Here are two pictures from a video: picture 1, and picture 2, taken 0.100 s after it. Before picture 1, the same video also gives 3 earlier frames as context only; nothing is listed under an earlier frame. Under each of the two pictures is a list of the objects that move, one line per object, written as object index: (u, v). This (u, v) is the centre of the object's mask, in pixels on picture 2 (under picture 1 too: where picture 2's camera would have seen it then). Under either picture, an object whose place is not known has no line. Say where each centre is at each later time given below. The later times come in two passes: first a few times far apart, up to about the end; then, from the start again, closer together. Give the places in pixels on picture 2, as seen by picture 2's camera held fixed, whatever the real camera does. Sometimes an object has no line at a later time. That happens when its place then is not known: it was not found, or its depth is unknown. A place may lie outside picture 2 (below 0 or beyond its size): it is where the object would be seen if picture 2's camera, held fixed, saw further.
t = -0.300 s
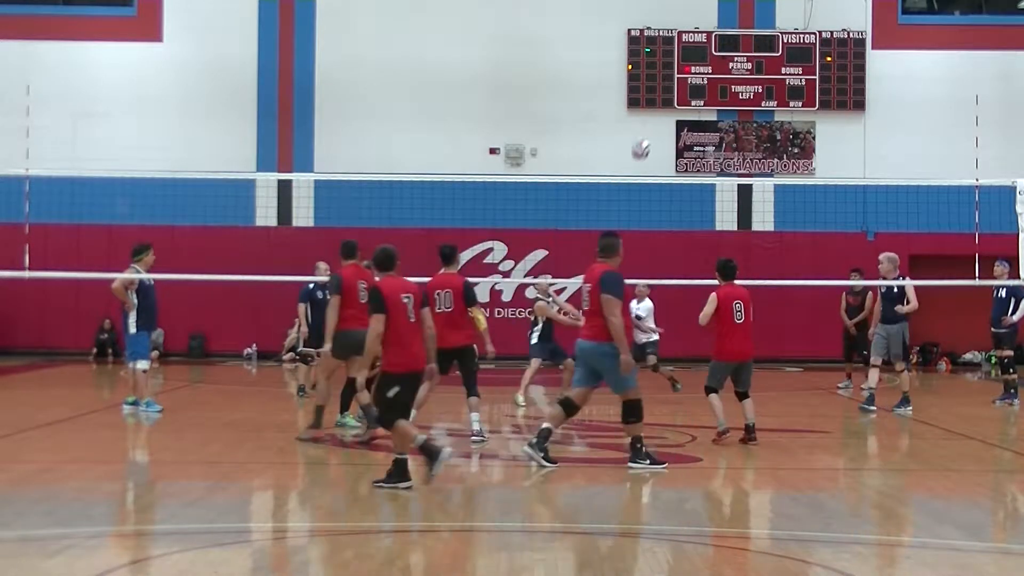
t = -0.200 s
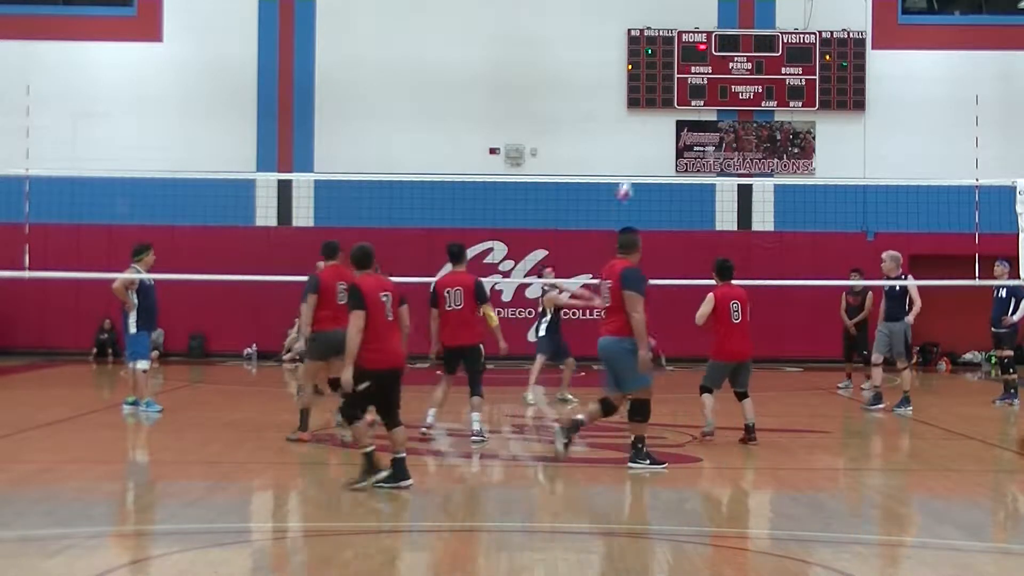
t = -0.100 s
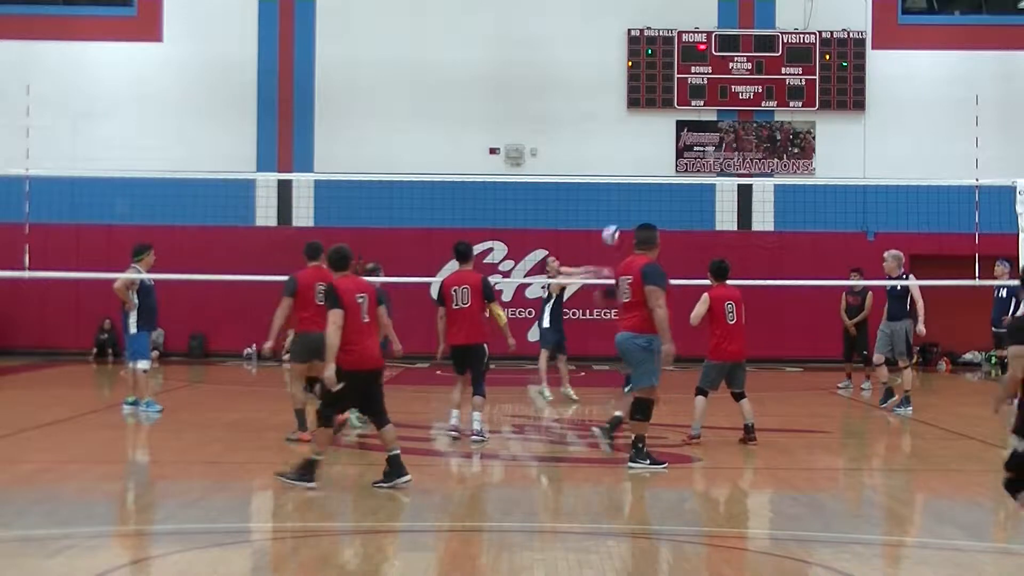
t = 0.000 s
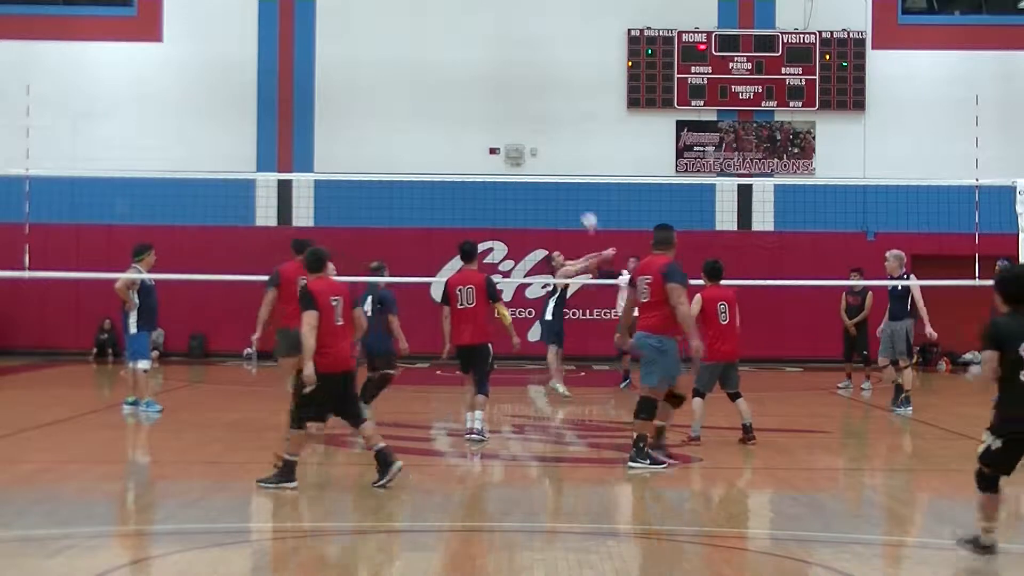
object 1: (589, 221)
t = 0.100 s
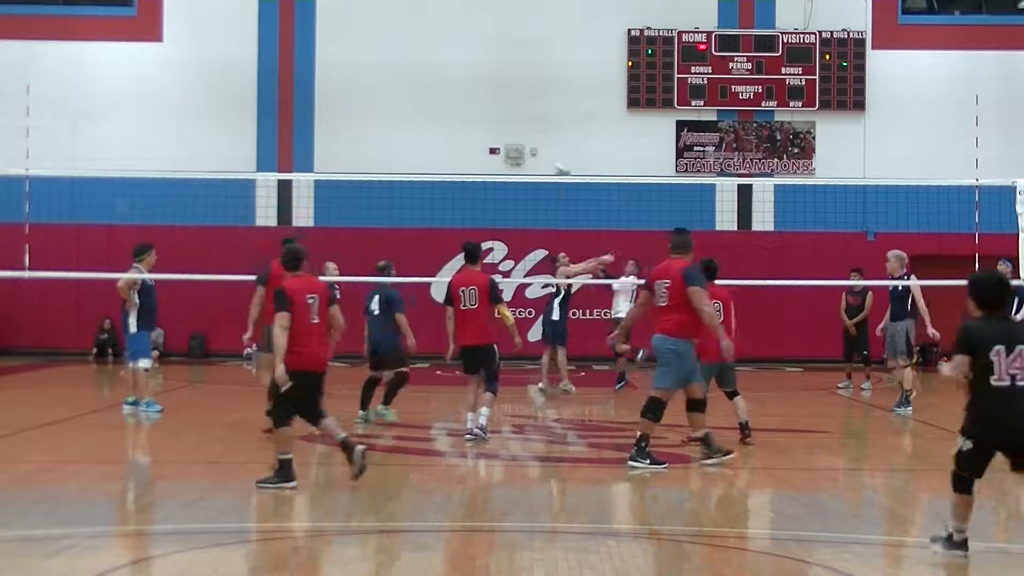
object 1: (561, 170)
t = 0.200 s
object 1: (534, 128)
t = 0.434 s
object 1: (467, 55)
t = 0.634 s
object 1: (406, 25)
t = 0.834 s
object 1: (342, 31)
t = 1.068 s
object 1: (263, 86)
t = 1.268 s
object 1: (196, 183)
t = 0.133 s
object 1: (554, 157)
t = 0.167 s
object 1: (543, 143)
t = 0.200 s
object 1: (534, 128)
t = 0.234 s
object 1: (525, 115)
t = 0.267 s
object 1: (518, 103)
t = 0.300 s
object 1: (507, 91)
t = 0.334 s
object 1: (497, 79)
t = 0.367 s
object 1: (487, 71)
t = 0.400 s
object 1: (478, 63)
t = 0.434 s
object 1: (467, 55)
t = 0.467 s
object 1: (458, 47)
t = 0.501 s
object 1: (449, 43)
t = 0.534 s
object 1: (437, 35)
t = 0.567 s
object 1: (427, 31)
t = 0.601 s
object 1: (417, 27)
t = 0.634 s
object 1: (406, 25)
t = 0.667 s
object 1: (396, 24)
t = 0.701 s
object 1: (386, 23)
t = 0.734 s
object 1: (375, 24)
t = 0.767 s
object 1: (364, 25)
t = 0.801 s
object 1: (353, 28)
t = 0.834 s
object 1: (342, 31)
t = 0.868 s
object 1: (331, 36)
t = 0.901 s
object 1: (320, 42)
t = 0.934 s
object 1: (308, 48)
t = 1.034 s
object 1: (275, 74)
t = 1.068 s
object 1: (263, 86)
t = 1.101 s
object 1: (253, 99)
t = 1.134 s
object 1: (240, 115)
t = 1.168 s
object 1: (229, 130)
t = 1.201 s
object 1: (218, 147)
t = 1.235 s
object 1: (206, 163)
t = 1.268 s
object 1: (196, 183)
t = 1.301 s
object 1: (183, 198)
